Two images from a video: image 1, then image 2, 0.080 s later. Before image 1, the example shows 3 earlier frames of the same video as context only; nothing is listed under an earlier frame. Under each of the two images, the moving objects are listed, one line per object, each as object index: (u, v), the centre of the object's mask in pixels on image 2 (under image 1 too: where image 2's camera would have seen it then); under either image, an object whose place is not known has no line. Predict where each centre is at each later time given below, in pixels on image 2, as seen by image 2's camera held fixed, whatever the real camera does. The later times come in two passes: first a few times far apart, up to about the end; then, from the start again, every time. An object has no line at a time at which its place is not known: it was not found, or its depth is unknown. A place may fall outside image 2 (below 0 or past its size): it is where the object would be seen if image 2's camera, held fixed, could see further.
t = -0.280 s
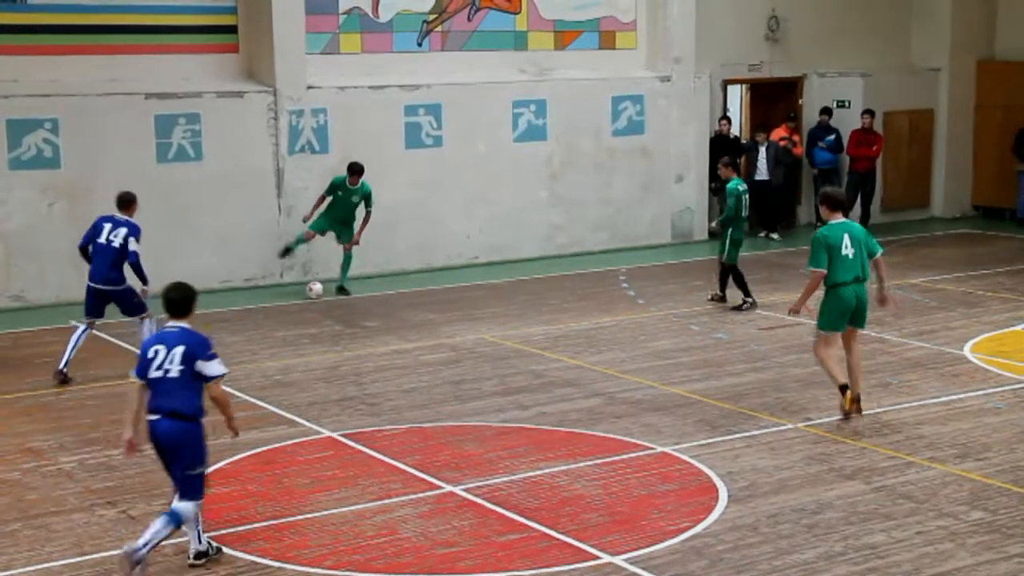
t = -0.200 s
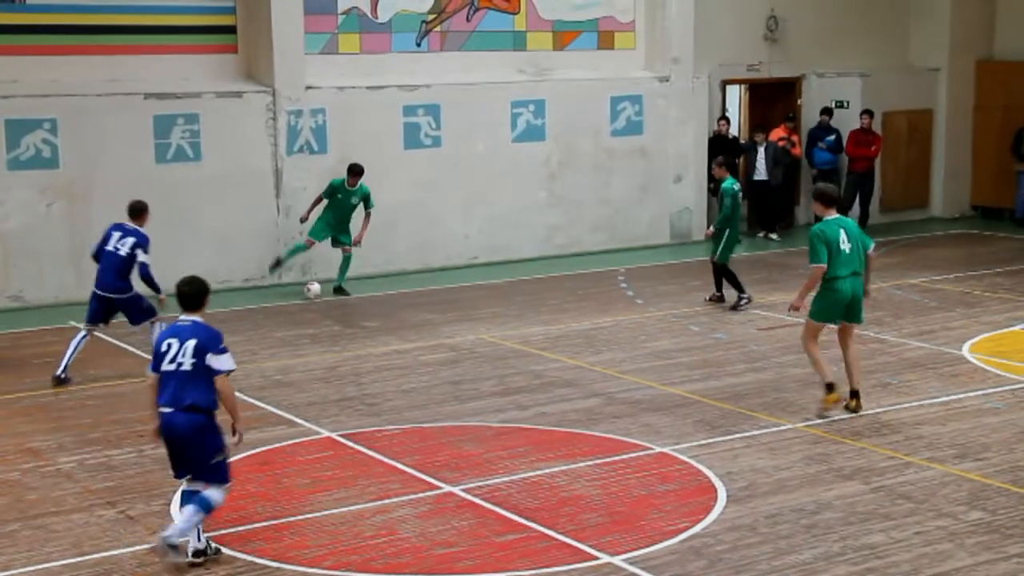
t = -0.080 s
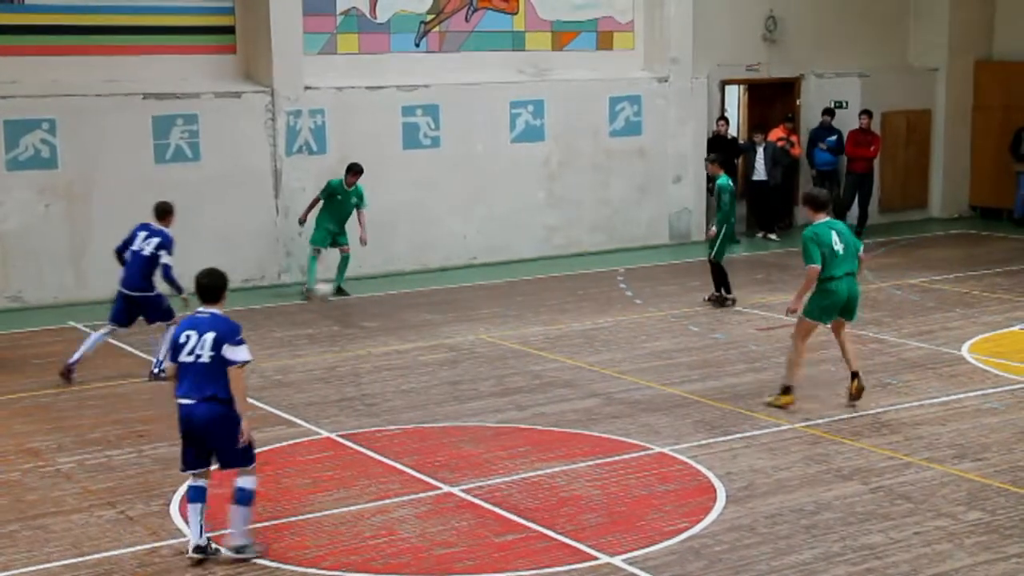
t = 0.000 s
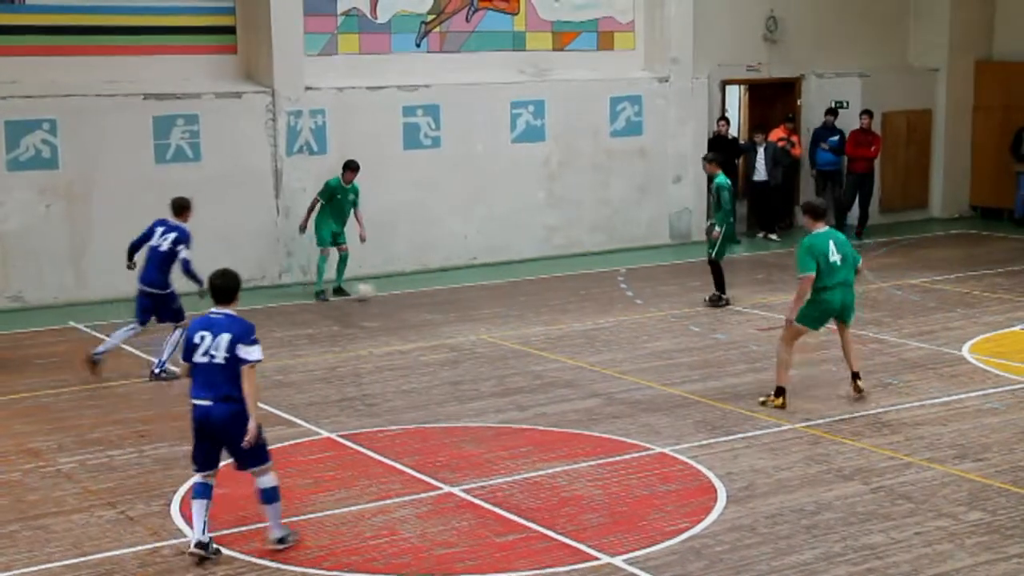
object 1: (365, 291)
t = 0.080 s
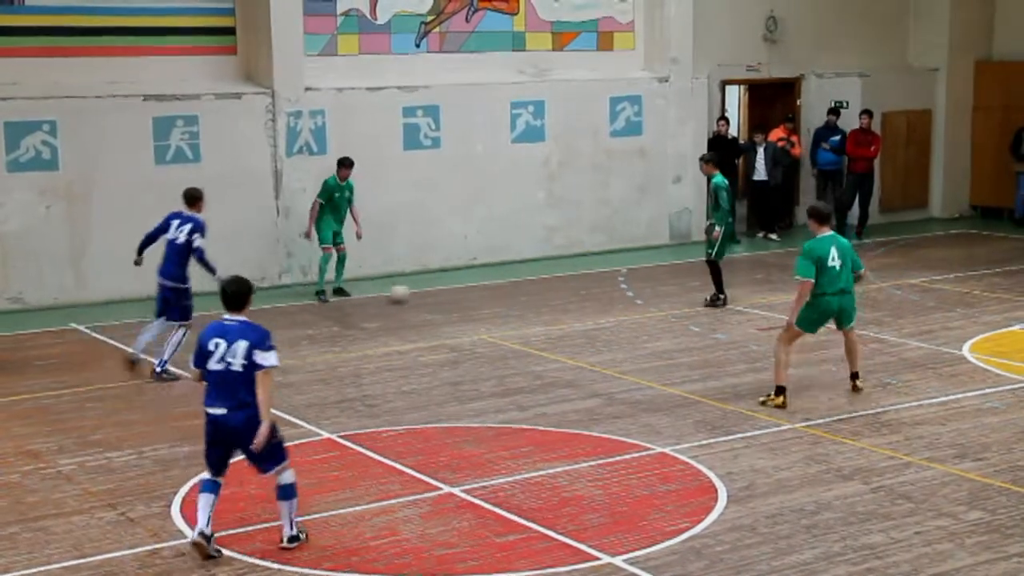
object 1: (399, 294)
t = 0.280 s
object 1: (482, 295)
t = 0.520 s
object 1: (562, 297)
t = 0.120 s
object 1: (418, 294)
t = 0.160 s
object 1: (435, 294)
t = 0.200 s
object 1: (451, 295)
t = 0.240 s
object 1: (466, 296)
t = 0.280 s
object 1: (482, 295)
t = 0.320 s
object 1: (496, 296)
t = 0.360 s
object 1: (509, 295)
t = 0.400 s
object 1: (523, 296)
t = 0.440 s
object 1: (536, 296)
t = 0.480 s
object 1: (549, 297)
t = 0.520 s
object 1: (562, 297)
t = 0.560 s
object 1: (575, 298)
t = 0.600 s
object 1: (586, 297)
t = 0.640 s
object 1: (600, 298)
